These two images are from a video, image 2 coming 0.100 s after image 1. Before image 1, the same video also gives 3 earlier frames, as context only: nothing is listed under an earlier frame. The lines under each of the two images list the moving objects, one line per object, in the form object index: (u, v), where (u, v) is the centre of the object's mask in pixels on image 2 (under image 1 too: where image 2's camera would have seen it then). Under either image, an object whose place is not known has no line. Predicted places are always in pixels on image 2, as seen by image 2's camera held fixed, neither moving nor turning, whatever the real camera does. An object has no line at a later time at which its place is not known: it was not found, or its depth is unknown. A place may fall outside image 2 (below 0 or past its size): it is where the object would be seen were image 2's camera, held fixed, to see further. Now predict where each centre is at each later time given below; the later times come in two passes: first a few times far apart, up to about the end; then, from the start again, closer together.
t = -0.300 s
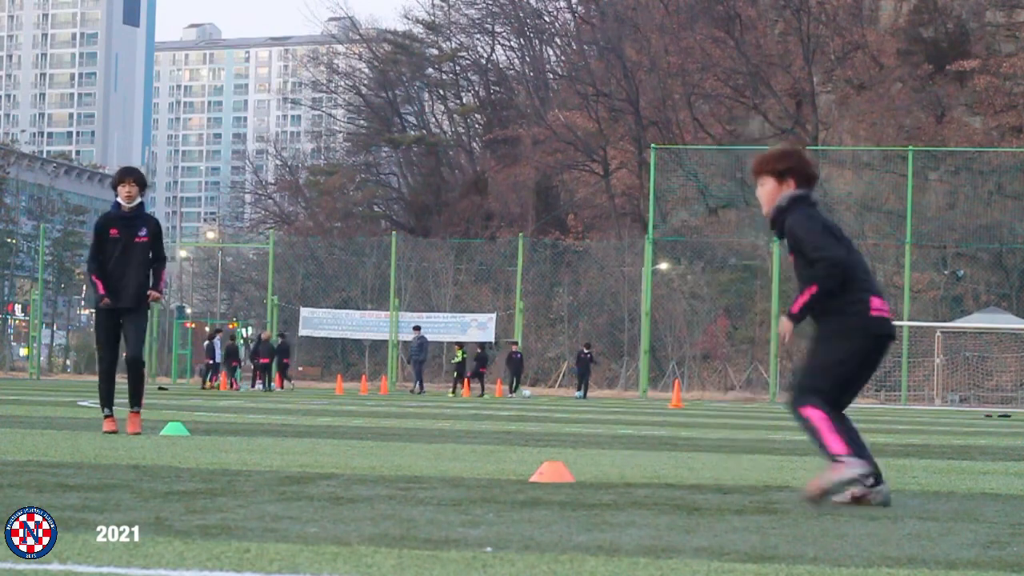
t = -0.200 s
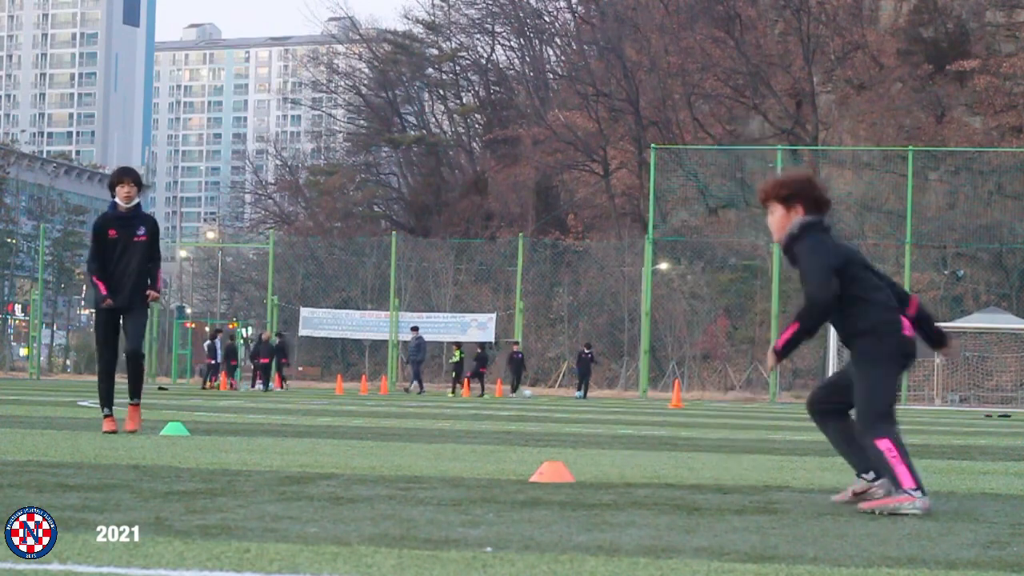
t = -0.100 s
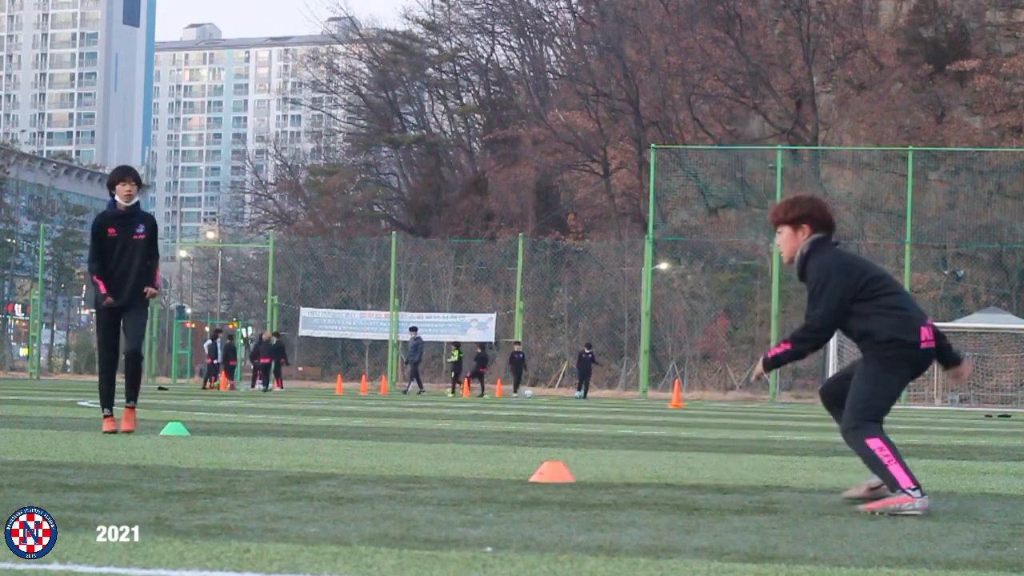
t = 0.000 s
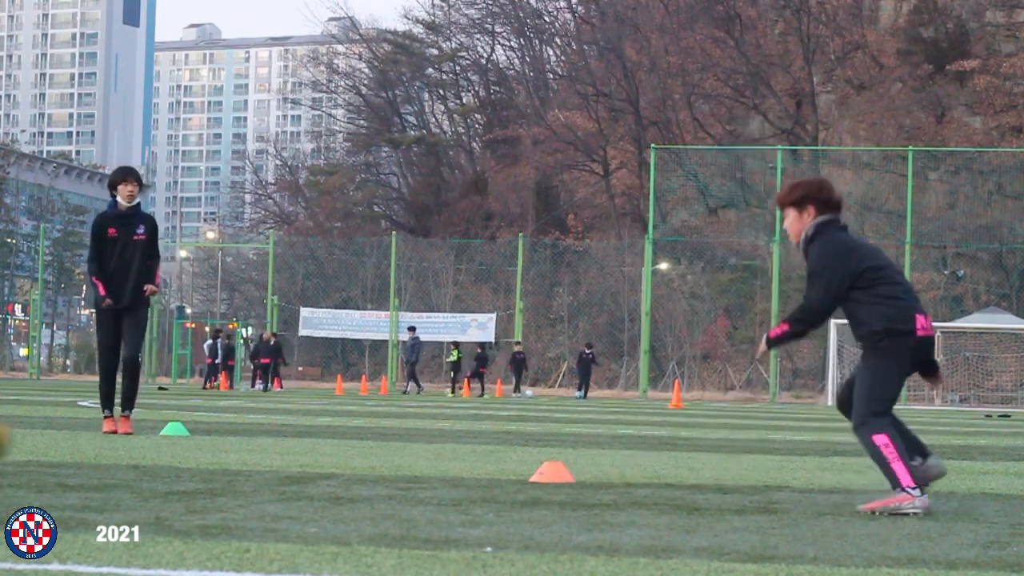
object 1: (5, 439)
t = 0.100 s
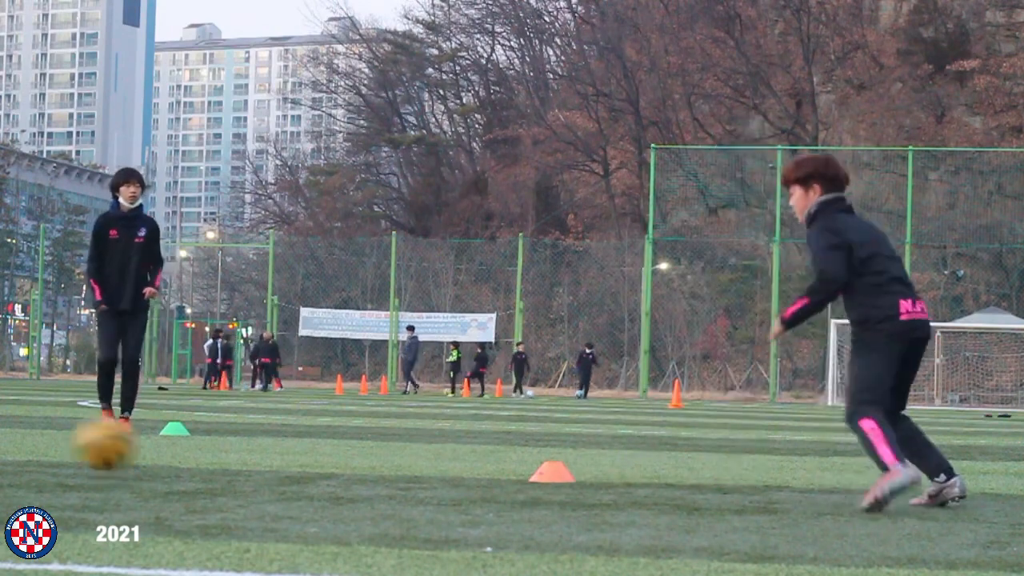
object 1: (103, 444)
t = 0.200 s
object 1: (219, 444)
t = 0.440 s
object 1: (476, 453)
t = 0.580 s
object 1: (615, 459)
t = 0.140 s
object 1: (152, 453)
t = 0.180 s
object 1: (199, 446)
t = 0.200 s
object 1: (219, 444)
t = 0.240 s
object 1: (265, 444)
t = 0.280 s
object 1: (308, 447)
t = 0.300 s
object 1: (330, 449)
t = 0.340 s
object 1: (373, 455)
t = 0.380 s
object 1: (416, 451)
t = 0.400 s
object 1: (435, 452)
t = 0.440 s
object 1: (476, 453)
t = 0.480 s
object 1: (518, 456)
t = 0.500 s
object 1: (536, 455)
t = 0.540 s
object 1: (578, 455)
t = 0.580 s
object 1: (615, 459)
